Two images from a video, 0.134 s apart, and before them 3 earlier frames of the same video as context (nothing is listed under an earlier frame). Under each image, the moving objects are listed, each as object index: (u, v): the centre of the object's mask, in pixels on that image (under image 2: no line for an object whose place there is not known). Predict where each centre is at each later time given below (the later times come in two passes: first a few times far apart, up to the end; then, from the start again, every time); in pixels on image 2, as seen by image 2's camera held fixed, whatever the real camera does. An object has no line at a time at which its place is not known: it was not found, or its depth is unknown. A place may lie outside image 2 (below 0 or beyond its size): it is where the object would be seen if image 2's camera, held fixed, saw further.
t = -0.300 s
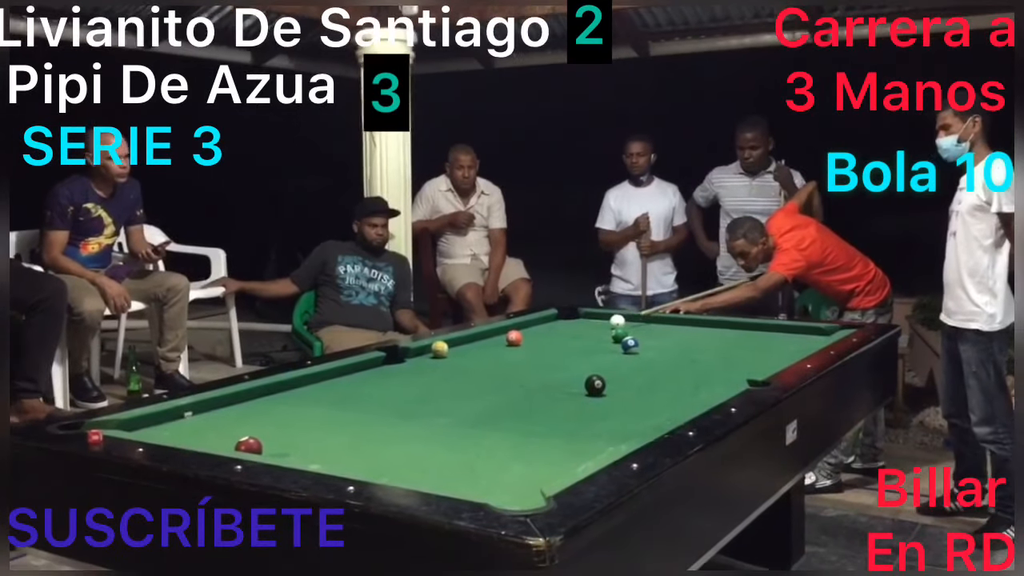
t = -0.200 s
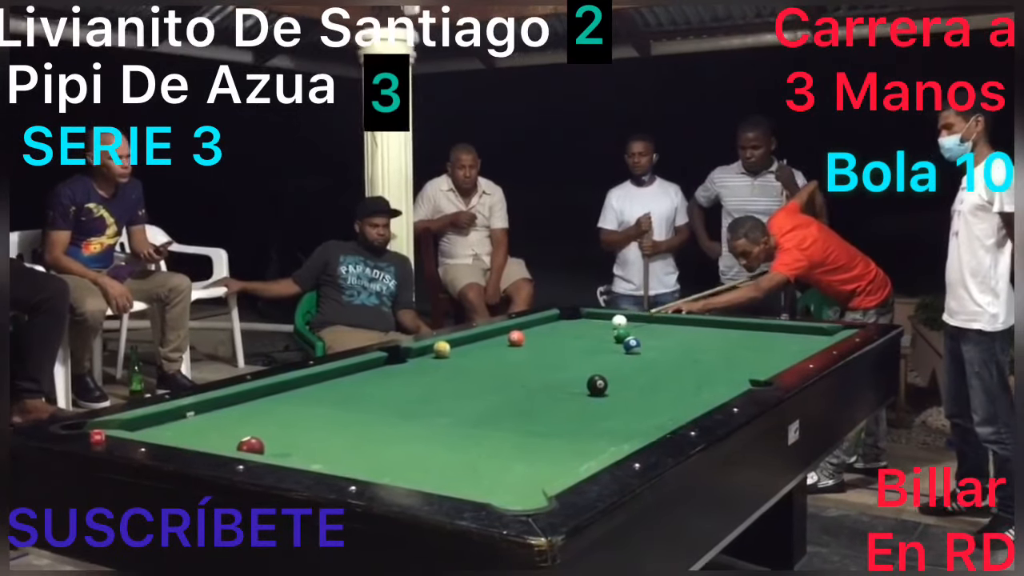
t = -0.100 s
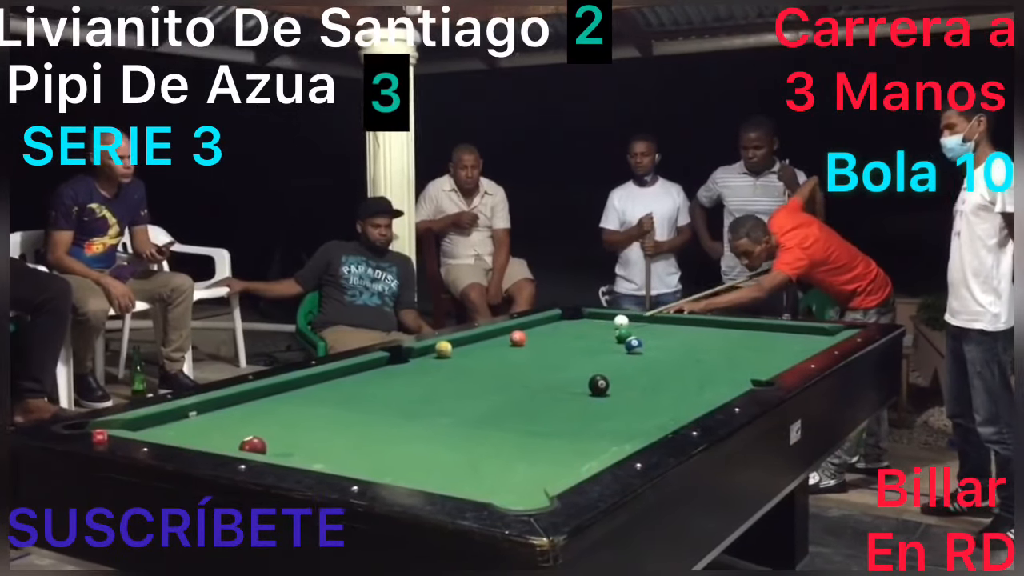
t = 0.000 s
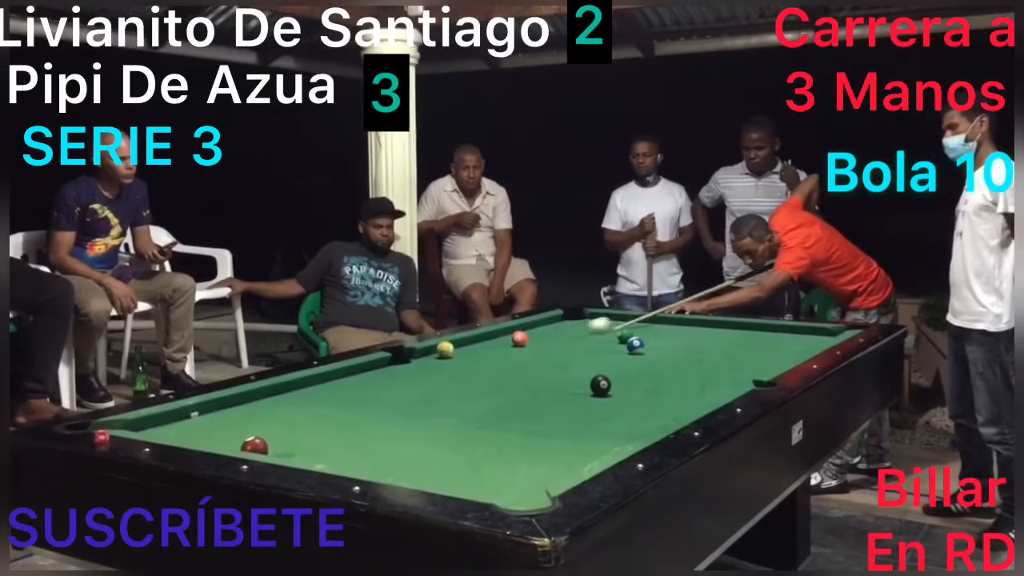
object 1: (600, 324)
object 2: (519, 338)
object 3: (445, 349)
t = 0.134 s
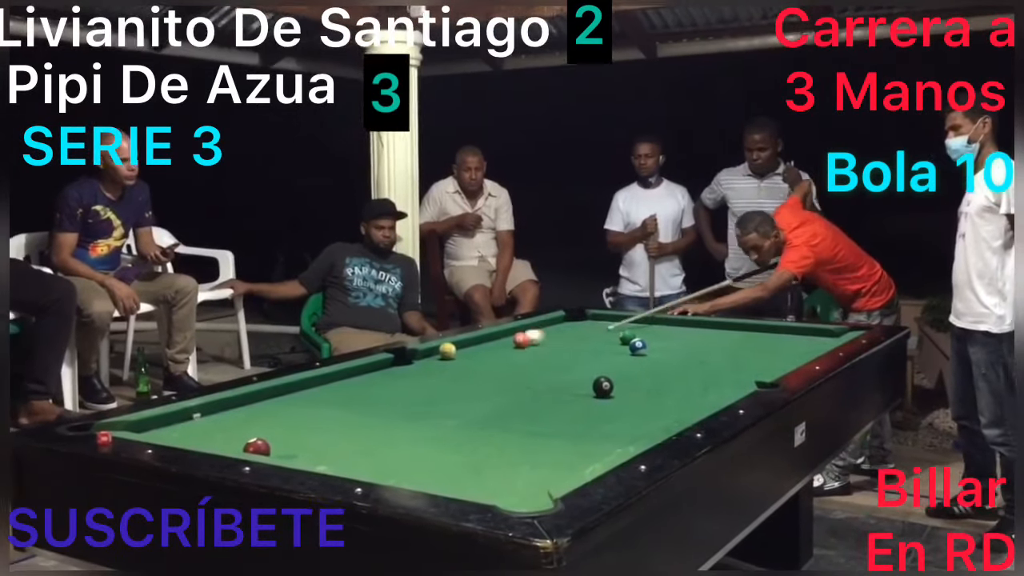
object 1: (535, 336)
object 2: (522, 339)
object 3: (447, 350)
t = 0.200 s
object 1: (527, 337)
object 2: (496, 344)
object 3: (448, 350)
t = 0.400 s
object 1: (516, 334)
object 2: (444, 359)
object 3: (437, 347)
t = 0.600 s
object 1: (507, 333)
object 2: (403, 376)
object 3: (447, 351)
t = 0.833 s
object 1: (507, 333)
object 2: (343, 401)
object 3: (458, 354)
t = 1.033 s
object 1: (514, 334)
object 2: (279, 428)
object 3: (467, 358)
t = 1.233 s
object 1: (521, 334)
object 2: (260, 435)
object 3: (475, 361)
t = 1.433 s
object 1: (527, 335)
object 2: (325, 428)
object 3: (483, 364)
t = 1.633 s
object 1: (532, 335)
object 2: (382, 414)
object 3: (491, 366)
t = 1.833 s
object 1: (537, 335)
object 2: (432, 402)
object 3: (499, 367)
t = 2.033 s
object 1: (541, 335)
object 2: (478, 392)
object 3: (507, 369)
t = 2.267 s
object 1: (544, 336)
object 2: (524, 382)
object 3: (514, 370)
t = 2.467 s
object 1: (546, 336)
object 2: (560, 374)
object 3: (521, 373)
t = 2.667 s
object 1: (547, 336)
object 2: (592, 367)
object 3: (527, 375)
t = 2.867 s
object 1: (547, 336)
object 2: (622, 360)
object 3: (533, 376)
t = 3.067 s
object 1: (547, 336)
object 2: (650, 354)
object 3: (539, 377)
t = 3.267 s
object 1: (547, 336)
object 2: (676, 348)
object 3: (544, 378)
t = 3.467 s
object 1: (547, 336)
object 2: (700, 343)
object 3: (548, 378)
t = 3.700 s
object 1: (547, 336)
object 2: (725, 338)
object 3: (550, 379)
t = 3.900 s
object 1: (547, 337)
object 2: (745, 334)
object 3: (552, 380)
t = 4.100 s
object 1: (547, 337)
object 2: (763, 330)
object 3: (554, 380)
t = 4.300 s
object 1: (547, 337)
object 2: (768, 330)
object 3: (554, 381)
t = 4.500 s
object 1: (547, 337)
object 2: (765, 333)
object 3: (554, 381)
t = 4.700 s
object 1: (546, 337)
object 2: (762, 337)
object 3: (553, 381)
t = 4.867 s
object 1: (546, 337)
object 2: (760, 339)
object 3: (553, 381)
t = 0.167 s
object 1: (529, 337)
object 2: (509, 341)
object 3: (448, 350)
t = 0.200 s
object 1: (527, 337)
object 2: (496, 344)
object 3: (448, 350)
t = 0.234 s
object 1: (525, 337)
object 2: (483, 347)
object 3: (448, 350)
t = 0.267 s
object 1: (523, 337)
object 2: (471, 350)
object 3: (448, 351)
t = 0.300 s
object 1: (521, 337)
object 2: (463, 353)
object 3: (445, 351)
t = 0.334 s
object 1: (520, 337)
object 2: (457, 356)
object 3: (440, 351)
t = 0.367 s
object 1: (518, 337)
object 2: (450, 358)
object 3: (436, 350)
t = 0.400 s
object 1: (516, 334)
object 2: (444, 359)
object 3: (437, 347)
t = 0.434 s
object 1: (515, 334)
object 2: (437, 362)
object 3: (439, 347)
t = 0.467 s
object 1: (513, 334)
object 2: (431, 364)
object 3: (440, 349)
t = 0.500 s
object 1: (511, 334)
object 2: (424, 367)
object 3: (442, 350)
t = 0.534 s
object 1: (510, 333)
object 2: (417, 370)
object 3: (444, 350)
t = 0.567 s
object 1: (509, 333)
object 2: (409, 373)
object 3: (446, 350)
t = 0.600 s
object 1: (507, 333)
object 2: (403, 376)
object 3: (447, 351)
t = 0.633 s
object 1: (506, 333)
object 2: (395, 379)
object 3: (449, 351)
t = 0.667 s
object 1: (504, 333)
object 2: (387, 382)
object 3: (451, 352)
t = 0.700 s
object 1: (503, 333)
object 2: (379, 386)
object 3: (452, 352)
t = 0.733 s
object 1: (503, 333)
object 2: (371, 390)
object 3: (454, 353)
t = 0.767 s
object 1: (504, 333)
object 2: (362, 394)
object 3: (455, 354)
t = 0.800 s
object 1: (505, 333)
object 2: (352, 398)
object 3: (457, 354)
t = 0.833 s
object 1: (507, 333)
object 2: (343, 401)
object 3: (458, 354)
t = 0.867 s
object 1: (508, 333)
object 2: (333, 406)
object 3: (460, 355)
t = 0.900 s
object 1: (509, 334)
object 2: (323, 410)
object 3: (461, 355)
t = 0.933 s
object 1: (510, 333)
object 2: (313, 414)
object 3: (463, 356)
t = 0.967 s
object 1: (512, 334)
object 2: (302, 419)
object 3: (464, 357)
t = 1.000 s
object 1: (513, 334)
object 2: (291, 424)
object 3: (465, 357)
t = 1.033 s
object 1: (514, 334)
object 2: (279, 428)
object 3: (467, 358)
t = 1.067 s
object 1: (515, 334)
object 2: (269, 430)
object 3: (468, 358)
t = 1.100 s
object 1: (517, 334)
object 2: (253, 435)
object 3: (469, 358)
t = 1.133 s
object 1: (518, 334)
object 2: (241, 441)
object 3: (471, 359)
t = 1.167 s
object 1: (519, 334)
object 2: (238, 442)
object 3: (472, 360)
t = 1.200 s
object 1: (520, 334)
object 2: (245, 441)
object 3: (474, 360)
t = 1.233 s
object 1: (521, 334)
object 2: (260, 435)
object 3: (475, 361)
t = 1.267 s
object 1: (522, 334)
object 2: (274, 436)
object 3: (476, 361)
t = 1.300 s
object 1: (523, 334)
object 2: (284, 436)
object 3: (478, 362)
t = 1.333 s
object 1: (524, 334)
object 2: (293, 435)
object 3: (479, 362)
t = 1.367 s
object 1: (525, 335)
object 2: (304, 432)
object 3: (481, 363)
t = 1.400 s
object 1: (526, 335)
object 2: (314, 430)
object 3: (482, 363)
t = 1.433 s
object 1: (527, 335)
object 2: (325, 428)
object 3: (483, 364)
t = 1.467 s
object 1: (528, 335)
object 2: (335, 425)
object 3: (484, 364)
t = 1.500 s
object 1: (529, 335)
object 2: (344, 423)
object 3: (485, 364)
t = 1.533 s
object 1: (529, 335)
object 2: (355, 420)
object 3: (487, 365)
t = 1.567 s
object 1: (530, 335)
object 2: (363, 419)
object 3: (488, 365)
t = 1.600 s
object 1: (532, 335)
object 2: (373, 417)
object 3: (490, 366)
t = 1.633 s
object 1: (532, 335)
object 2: (382, 414)
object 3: (491, 366)
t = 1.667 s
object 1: (533, 335)
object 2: (390, 412)
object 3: (493, 366)
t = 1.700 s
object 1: (534, 335)
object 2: (399, 410)
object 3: (494, 366)
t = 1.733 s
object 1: (535, 335)
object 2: (408, 408)
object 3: (495, 367)
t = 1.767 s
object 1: (536, 335)
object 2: (416, 406)
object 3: (496, 367)
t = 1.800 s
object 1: (536, 335)
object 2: (424, 404)
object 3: (497, 367)
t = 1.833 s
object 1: (537, 335)
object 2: (432, 402)
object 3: (499, 367)
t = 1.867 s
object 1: (538, 335)
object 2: (440, 401)
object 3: (500, 368)
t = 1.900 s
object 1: (539, 335)
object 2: (448, 399)
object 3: (502, 368)
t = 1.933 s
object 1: (539, 335)
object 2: (455, 397)
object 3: (503, 368)
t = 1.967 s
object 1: (540, 335)
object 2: (463, 396)
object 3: (504, 369)
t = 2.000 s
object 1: (540, 335)
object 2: (471, 394)
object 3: (506, 369)
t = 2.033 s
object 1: (541, 335)
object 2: (478, 392)
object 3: (507, 369)
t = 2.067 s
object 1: (542, 335)
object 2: (485, 391)
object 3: (508, 370)
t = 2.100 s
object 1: (542, 335)
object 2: (491, 389)
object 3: (509, 370)
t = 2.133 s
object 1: (543, 336)
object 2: (498, 387)
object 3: (511, 370)
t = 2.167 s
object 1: (543, 335)
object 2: (505, 386)
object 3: (512, 370)
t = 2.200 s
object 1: (544, 336)
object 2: (511, 385)
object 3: (513, 369)
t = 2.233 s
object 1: (544, 336)
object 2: (518, 383)
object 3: (514, 369)
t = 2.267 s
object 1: (544, 336)
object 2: (524, 382)
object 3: (514, 370)
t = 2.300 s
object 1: (545, 336)
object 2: (531, 380)
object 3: (516, 371)
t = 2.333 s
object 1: (545, 336)
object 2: (537, 379)
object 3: (518, 372)
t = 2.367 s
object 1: (545, 336)
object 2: (542, 378)
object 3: (519, 373)
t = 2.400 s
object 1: (546, 336)
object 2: (548, 377)
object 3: (519, 373)
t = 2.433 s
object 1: (546, 336)
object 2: (554, 375)
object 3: (520, 373)
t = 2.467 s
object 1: (546, 336)
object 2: (560, 374)
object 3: (521, 373)
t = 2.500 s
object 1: (546, 336)
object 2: (566, 373)
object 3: (522, 373)
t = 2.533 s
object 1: (546, 336)
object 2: (571, 372)
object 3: (523, 374)
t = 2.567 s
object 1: (546, 336)
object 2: (576, 370)
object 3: (524, 374)
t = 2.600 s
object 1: (546, 336)
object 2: (581, 369)
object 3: (526, 374)
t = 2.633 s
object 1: (546, 336)
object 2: (587, 368)
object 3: (526, 375)
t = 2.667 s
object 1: (547, 336)
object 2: (592, 367)
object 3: (527, 375)
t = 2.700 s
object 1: (547, 336)
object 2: (598, 365)
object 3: (529, 375)
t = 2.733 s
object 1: (547, 336)
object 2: (603, 365)
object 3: (530, 375)
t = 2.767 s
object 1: (547, 336)
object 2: (607, 364)
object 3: (530, 376)
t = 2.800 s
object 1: (547, 336)
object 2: (612, 362)
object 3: (531, 376)
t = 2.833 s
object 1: (547, 336)
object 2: (617, 361)
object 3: (532, 376)
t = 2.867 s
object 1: (547, 336)
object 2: (622, 360)
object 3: (533, 376)
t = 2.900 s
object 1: (547, 336)
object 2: (626, 359)
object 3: (534, 376)
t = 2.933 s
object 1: (547, 336)
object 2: (631, 358)
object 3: (535, 376)
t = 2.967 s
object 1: (547, 336)
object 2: (636, 357)
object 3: (536, 377)
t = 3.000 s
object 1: (547, 336)
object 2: (641, 356)
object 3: (537, 377)
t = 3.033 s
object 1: (547, 336)
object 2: (645, 355)
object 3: (538, 377)
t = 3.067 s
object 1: (547, 336)
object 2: (650, 354)
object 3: (539, 377)
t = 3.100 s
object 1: (547, 336)
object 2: (655, 353)
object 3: (540, 377)
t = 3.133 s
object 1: (547, 336)
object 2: (659, 352)
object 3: (541, 377)
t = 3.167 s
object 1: (547, 336)
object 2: (663, 351)
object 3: (541, 377)
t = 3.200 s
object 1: (547, 336)
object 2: (668, 349)
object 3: (542, 377)
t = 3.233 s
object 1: (547, 336)
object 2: (672, 349)
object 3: (543, 377)
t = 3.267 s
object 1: (547, 336)
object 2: (676, 348)
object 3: (544, 378)
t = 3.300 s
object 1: (547, 336)
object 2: (680, 347)
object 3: (545, 378)
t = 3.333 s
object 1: (547, 336)
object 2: (684, 346)
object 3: (545, 377)
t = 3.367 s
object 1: (547, 336)
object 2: (688, 345)
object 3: (546, 378)
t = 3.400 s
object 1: (547, 336)
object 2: (692, 344)
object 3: (546, 378)
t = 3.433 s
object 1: (547, 336)
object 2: (696, 343)
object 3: (547, 378)
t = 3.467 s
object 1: (547, 336)
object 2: (700, 343)
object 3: (548, 378)
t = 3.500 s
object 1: (547, 336)
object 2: (703, 342)
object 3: (548, 378)
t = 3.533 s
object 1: (547, 336)
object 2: (707, 342)
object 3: (548, 379)
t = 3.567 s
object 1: (547, 336)
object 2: (710, 341)
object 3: (549, 379)
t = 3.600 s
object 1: (547, 336)
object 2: (714, 340)
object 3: (549, 379)
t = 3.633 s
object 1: (547, 336)
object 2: (718, 340)
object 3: (549, 379)
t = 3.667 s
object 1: (547, 337)
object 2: (721, 339)
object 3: (550, 379)
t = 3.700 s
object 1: (547, 336)
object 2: (725, 338)
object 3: (550, 379)
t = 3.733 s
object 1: (547, 337)
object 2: (728, 337)
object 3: (551, 380)
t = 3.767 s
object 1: (547, 337)
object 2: (731, 336)
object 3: (551, 380)
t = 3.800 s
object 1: (547, 337)
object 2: (735, 336)
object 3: (552, 380)
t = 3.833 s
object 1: (547, 337)
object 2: (738, 335)
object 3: (552, 380)
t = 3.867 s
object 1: (547, 337)
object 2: (742, 334)
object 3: (552, 380)
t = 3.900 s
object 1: (547, 337)
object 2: (745, 334)
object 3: (552, 380)
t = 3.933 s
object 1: (547, 337)
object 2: (748, 333)
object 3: (552, 380)
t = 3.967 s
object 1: (547, 337)
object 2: (751, 332)
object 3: (553, 380)
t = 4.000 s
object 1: (547, 337)
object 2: (754, 332)
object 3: (553, 380)
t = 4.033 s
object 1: (547, 337)
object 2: (757, 331)
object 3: (553, 380)
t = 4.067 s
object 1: (547, 337)
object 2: (760, 331)
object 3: (553, 381)
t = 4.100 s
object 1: (547, 337)
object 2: (763, 330)
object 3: (554, 380)
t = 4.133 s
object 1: (547, 337)
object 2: (766, 329)
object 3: (554, 381)
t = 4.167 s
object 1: (547, 337)
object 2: (769, 329)
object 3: (554, 380)
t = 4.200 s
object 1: (547, 337)
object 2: (768, 329)
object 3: (554, 381)
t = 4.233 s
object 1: (547, 337)
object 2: (768, 330)
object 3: (554, 381)
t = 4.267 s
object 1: (547, 337)
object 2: (768, 330)
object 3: (554, 381)
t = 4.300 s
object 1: (547, 337)
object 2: (768, 330)
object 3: (554, 381)
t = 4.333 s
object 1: (547, 337)
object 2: (767, 331)
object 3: (554, 381)
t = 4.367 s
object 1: (547, 337)
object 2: (767, 331)
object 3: (554, 381)
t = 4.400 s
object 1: (547, 337)
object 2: (766, 332)
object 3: (554, 381)
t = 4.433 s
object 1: (547, 337)
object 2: (766, 332)
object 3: (554, 381)
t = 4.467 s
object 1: (547, 337)
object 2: (765, 333)
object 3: (554, 381)
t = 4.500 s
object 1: (547, 337)
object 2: (765, 333)
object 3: (554, 381)
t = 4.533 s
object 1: (546, 337)
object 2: (764, 334)
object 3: (554, 381)
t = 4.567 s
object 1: (546, 337)
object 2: (764, 335)
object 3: (554, 381)
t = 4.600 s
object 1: (546, 337)
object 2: (763, 335)
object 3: (553, 381)
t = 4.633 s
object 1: (546, 337)
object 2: (763, 336)
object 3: (553, 381)
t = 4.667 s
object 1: (546, 337)
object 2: (762, 336)
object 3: (553, 381)
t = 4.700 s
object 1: (546, 337)
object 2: (762, 337)
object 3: (553, 381)
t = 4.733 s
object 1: (546, 337)
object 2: (762, 337)
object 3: (553, 381)
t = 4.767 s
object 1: (546, 337)
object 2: (761, 338)
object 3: (553, 381)
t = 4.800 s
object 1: (546, 337)
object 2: (761, 338)
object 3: (553, 381)
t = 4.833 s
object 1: (546, 337)
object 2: (761, 339)
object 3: (553, 381)
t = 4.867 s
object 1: (546, 337)
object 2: (760, 339)
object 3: (553, 381)
